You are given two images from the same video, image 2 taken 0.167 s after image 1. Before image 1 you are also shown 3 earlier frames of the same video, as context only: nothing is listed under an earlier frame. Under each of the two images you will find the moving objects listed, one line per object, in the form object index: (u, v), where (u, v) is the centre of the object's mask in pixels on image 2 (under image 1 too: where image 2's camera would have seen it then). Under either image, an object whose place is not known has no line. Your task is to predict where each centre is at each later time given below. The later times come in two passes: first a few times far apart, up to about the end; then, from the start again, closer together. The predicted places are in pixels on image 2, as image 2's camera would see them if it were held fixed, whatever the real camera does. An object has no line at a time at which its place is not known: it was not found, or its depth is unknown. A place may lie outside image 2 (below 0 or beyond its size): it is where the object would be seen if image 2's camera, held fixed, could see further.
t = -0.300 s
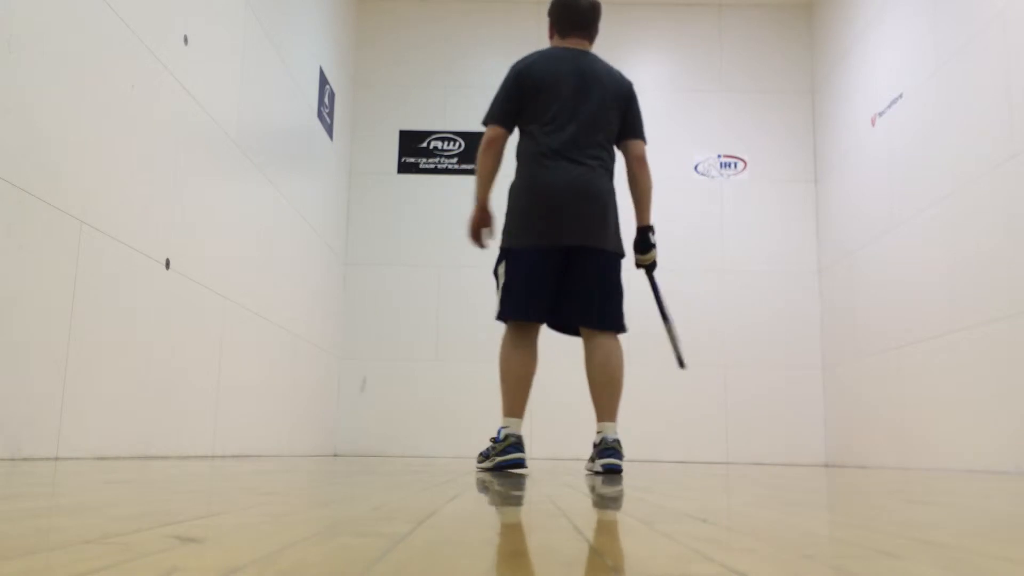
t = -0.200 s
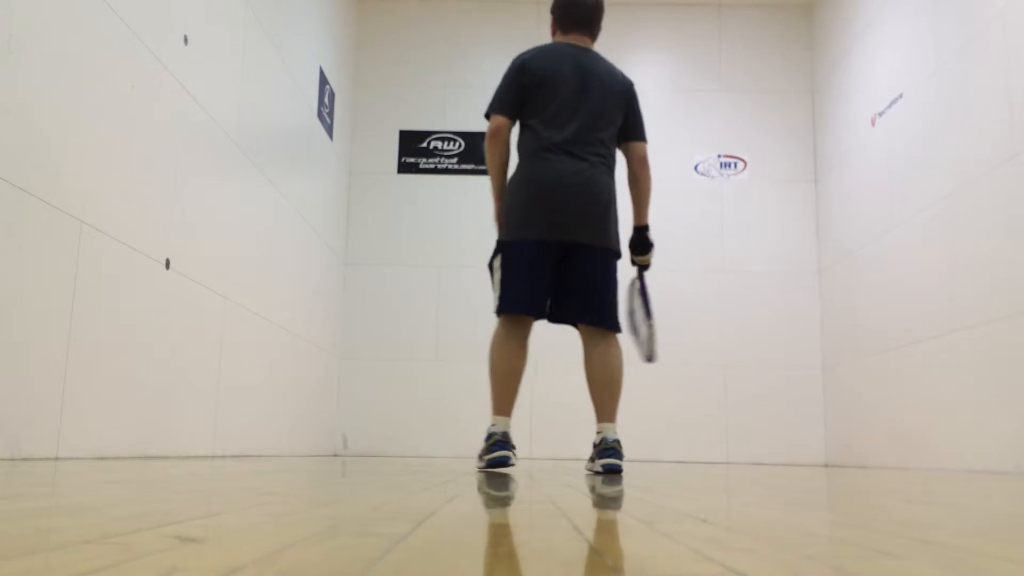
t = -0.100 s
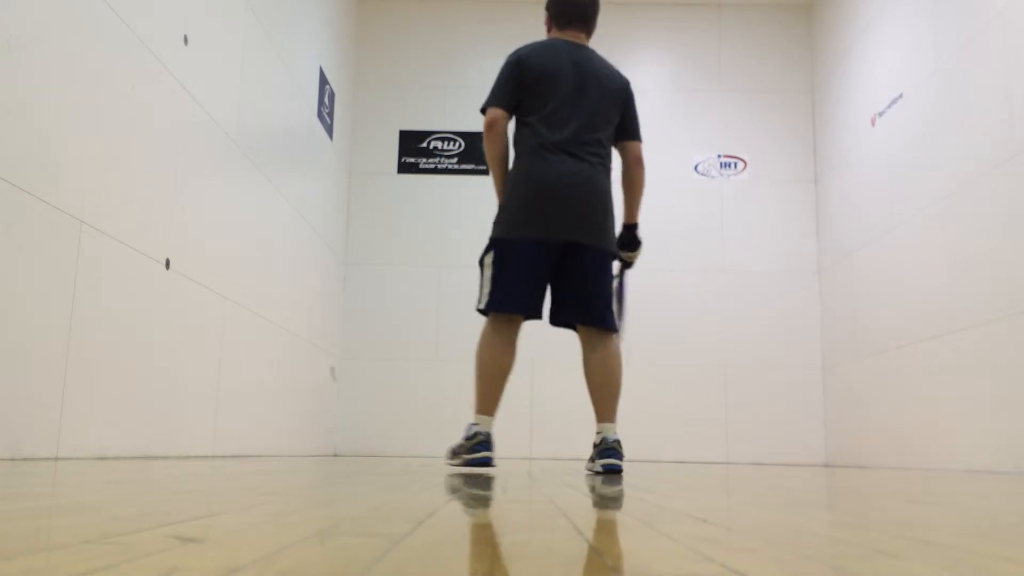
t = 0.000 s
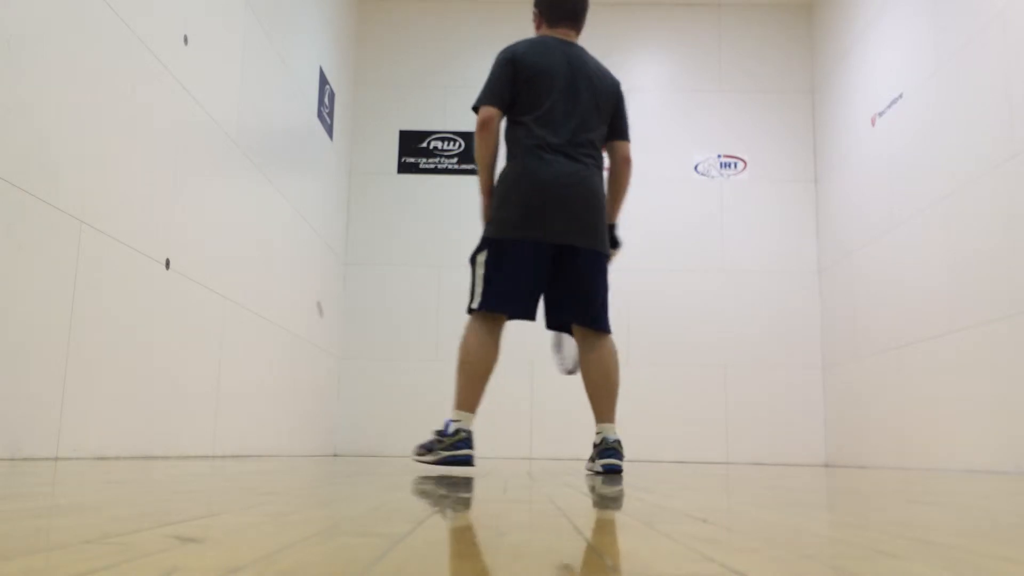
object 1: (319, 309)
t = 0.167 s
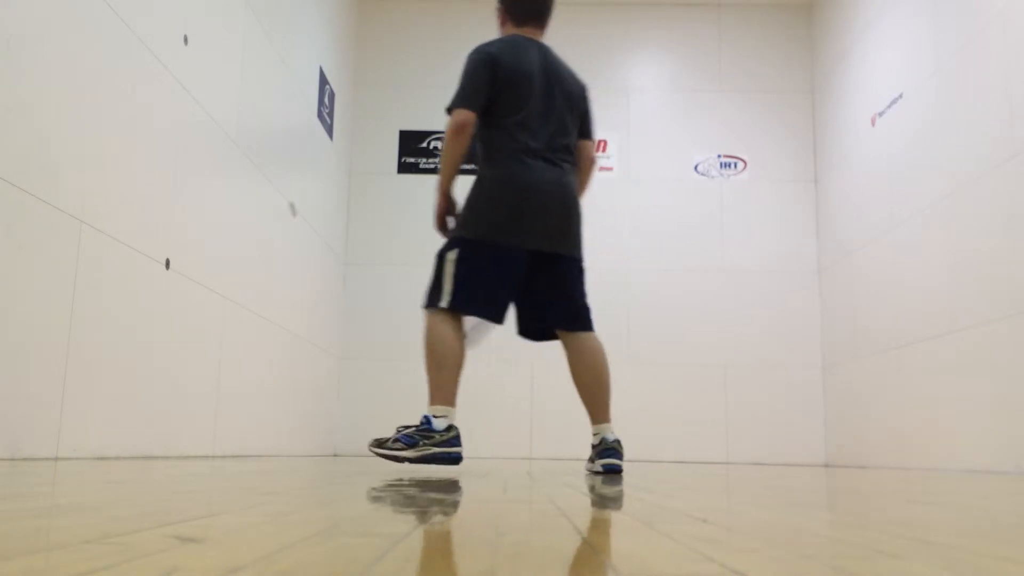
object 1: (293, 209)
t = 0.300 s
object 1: (266, 140)
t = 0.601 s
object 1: (245, 63)
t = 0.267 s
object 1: (272, 156)
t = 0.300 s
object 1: (266, 140)
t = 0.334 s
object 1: (264, 128)
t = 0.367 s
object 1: (263, 116)
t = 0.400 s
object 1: (260, 106)
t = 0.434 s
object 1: (258, 96)
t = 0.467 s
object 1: (256, 87)
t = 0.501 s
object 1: (254, 79)
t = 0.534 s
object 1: (251, 73)
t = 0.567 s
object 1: (248, 67)
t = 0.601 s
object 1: (245, 63)
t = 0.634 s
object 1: (242, 60)
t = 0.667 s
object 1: (238, 58)
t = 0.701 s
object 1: (234, 58)
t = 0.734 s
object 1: (230, 59)
